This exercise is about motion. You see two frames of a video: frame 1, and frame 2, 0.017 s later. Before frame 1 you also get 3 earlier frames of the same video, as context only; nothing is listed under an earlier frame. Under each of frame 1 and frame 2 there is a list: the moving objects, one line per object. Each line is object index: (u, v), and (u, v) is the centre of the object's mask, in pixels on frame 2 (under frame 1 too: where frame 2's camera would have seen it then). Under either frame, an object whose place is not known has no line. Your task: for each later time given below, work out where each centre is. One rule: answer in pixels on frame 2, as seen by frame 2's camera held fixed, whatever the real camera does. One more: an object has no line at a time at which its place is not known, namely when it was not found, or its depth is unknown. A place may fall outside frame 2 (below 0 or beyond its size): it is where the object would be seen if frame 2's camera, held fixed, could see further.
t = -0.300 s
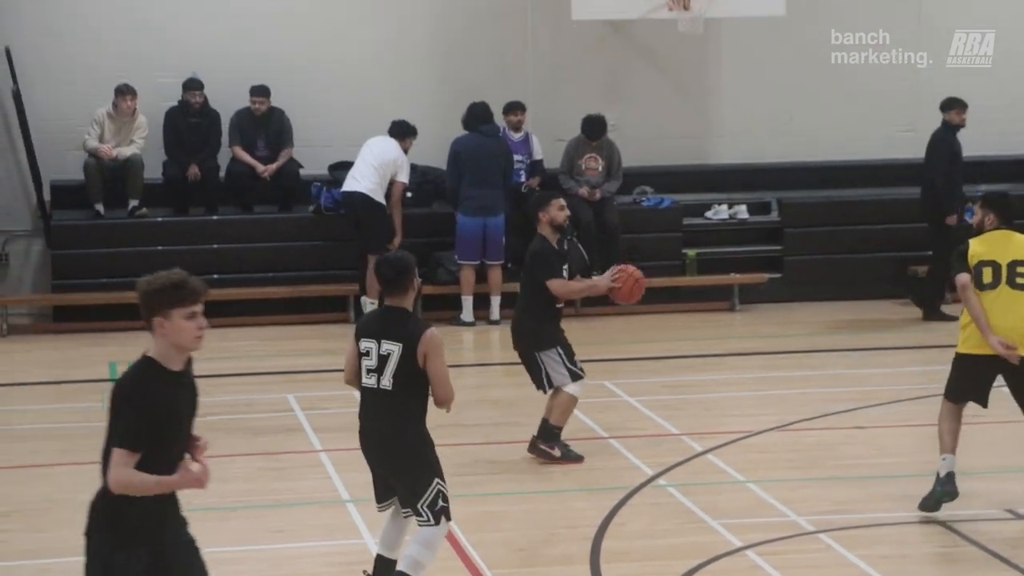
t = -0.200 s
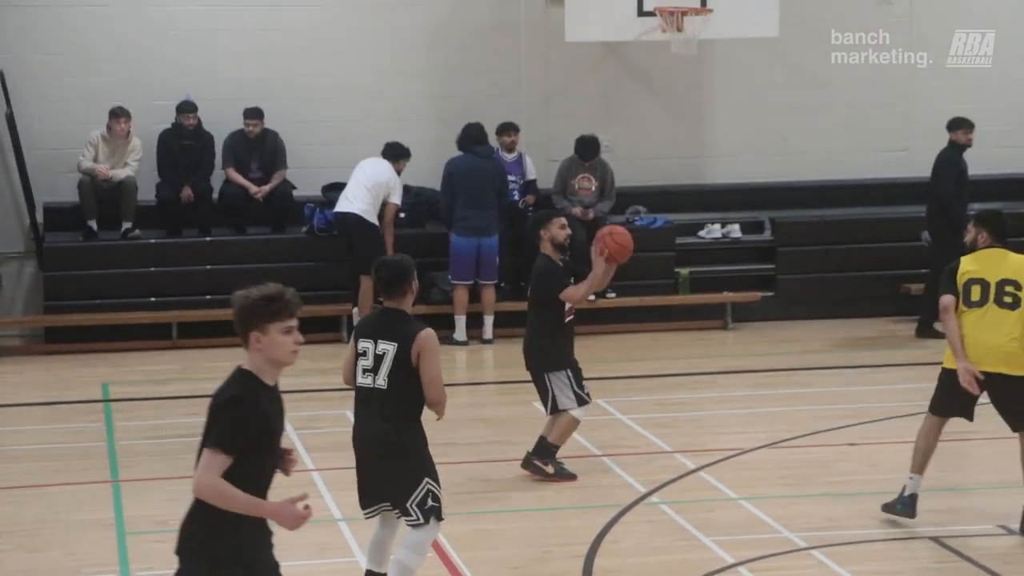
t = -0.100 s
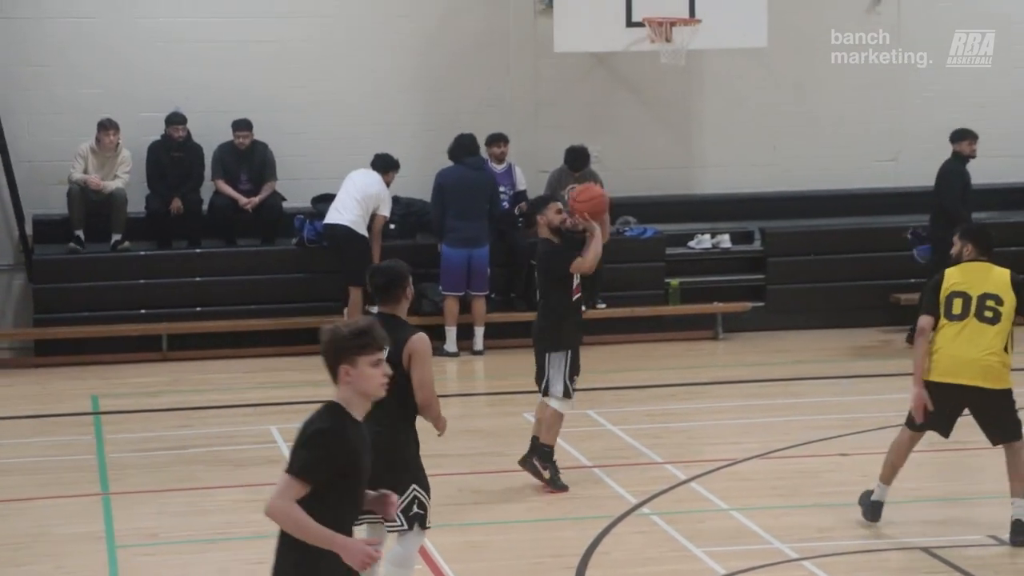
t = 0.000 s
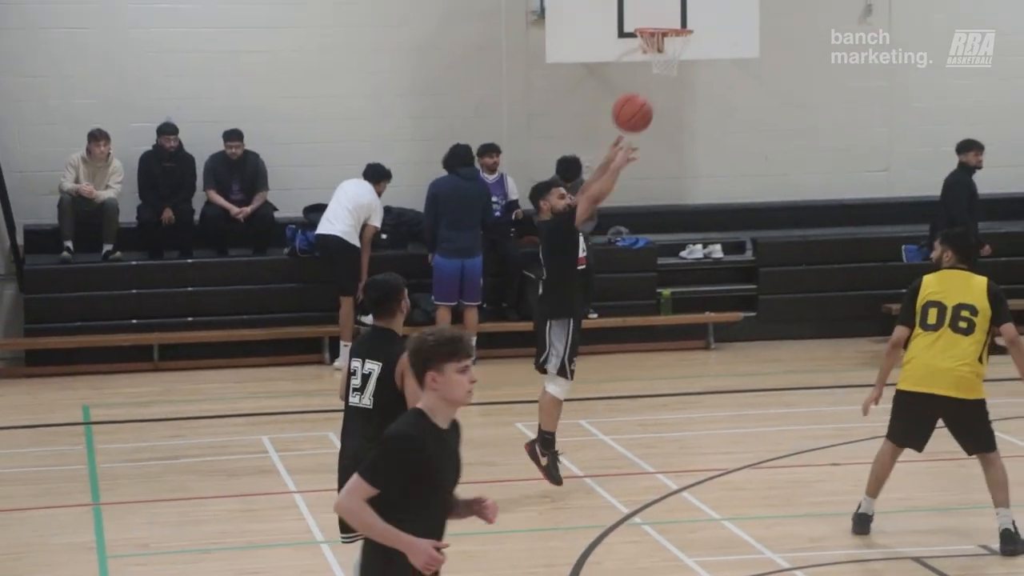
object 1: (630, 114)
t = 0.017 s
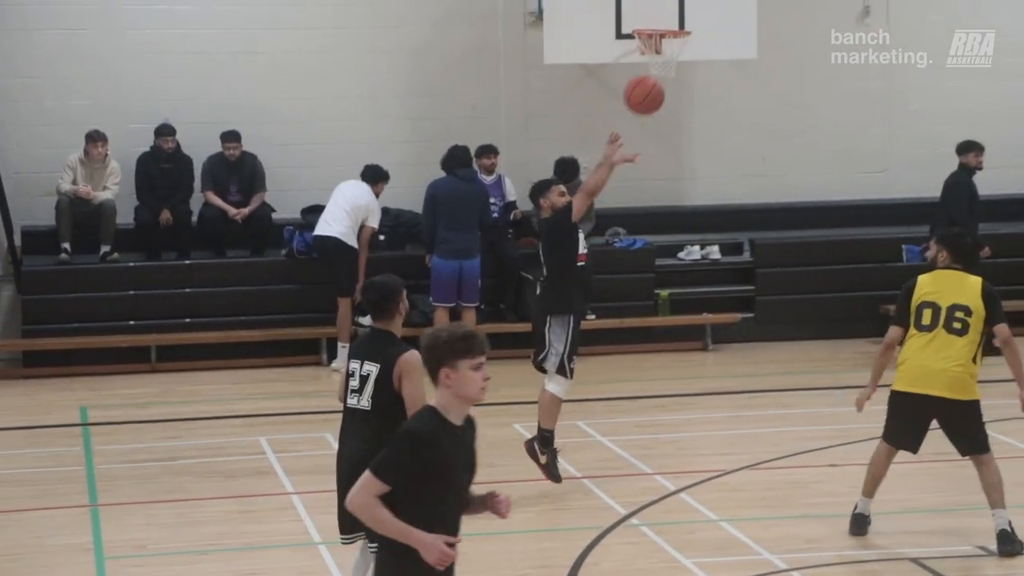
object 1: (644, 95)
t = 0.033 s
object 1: (658, 75)
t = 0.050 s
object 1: (673, 57)
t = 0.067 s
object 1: (686, 38)
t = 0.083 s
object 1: (701, 19)
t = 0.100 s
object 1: (715, 5)
